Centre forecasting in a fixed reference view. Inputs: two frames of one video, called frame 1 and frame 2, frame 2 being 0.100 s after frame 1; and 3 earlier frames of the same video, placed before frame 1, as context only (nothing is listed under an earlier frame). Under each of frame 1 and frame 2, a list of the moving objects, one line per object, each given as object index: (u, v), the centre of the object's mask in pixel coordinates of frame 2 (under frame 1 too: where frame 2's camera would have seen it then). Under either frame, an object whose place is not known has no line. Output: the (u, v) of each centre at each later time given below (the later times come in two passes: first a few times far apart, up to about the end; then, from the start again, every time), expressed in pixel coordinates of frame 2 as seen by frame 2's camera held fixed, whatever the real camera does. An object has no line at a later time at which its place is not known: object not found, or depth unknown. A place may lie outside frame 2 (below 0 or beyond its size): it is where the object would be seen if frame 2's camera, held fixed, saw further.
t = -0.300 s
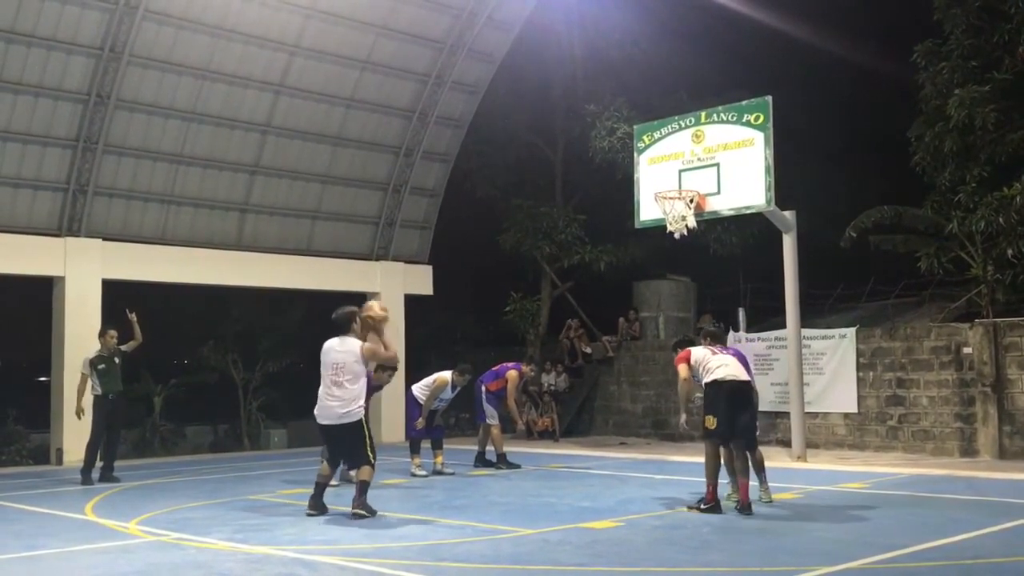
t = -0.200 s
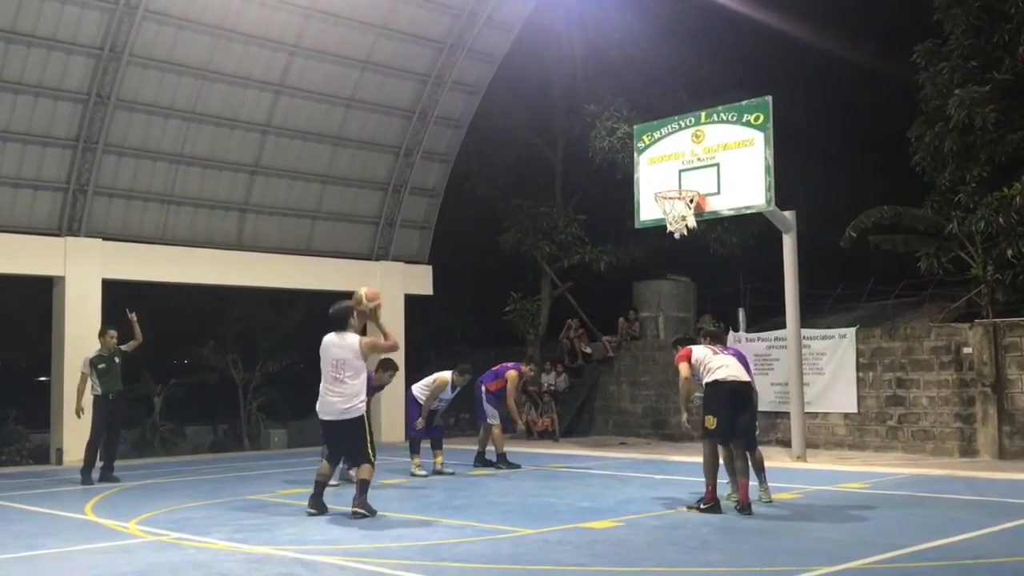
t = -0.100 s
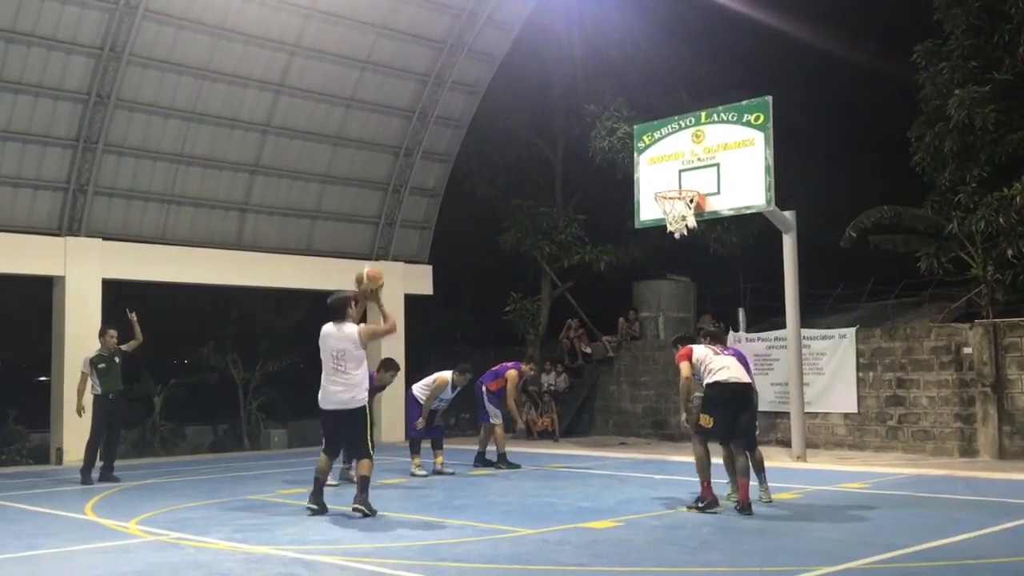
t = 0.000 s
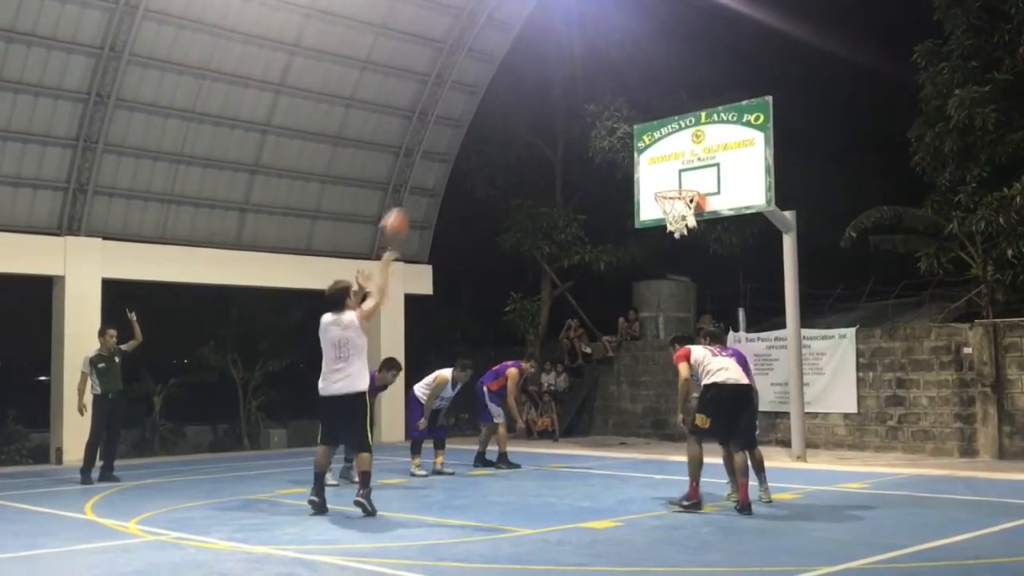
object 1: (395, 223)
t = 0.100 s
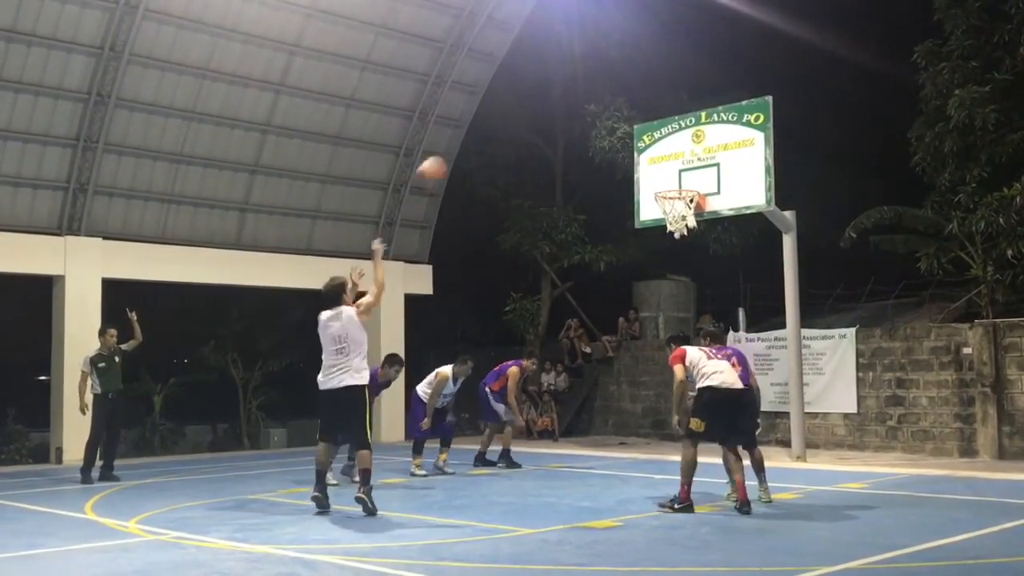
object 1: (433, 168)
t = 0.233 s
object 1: (478, 124)
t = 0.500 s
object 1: (559, 89)
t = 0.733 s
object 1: (622, 114)
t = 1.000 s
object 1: (683, 197)
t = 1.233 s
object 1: (661, 208)
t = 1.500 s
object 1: (667, 223)
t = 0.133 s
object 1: (444, 155)
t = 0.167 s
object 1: (456, 143)
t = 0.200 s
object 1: (466, 135)
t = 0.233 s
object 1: (478, 124)
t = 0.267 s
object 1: (488, 116)
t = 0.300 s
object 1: (499, 108)
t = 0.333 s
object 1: (510, 101)
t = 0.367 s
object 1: (520, 96)
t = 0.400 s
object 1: (530, 93)
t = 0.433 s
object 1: (540, 90)
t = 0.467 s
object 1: (549, 90)
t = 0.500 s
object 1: (559, 89)
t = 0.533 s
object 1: (568, 89)
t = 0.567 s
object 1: (577, 91)
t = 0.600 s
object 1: (586, 93)
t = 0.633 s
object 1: (595, 96)
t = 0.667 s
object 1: (604, 102)
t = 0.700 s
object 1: (613, 107)
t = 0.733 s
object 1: (622, 114)
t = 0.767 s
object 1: (630, 120)
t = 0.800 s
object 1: (638, 128)
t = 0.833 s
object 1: (646, 137)
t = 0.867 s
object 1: (655, 150)
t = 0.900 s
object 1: (662, 161)
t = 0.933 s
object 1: (670, 173)
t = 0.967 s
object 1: (679, 185)
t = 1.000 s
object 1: (683, 197)
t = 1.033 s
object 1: (679, 203)
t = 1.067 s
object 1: (672, 216)
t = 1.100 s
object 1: (667, 221)
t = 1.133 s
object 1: (666, 220)
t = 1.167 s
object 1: (664, 215)
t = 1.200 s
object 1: (663, 211)
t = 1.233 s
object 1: (661, 208)
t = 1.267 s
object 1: (659, 208)
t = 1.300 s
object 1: (659, 210)
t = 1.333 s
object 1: (661, 209)
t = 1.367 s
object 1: (662, 210)
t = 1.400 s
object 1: (663, 211)
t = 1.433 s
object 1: (665, 214)
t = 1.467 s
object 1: (667, 219)
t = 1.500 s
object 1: (667, 223)
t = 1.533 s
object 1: (668, 228)
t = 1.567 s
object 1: (670, 235)
